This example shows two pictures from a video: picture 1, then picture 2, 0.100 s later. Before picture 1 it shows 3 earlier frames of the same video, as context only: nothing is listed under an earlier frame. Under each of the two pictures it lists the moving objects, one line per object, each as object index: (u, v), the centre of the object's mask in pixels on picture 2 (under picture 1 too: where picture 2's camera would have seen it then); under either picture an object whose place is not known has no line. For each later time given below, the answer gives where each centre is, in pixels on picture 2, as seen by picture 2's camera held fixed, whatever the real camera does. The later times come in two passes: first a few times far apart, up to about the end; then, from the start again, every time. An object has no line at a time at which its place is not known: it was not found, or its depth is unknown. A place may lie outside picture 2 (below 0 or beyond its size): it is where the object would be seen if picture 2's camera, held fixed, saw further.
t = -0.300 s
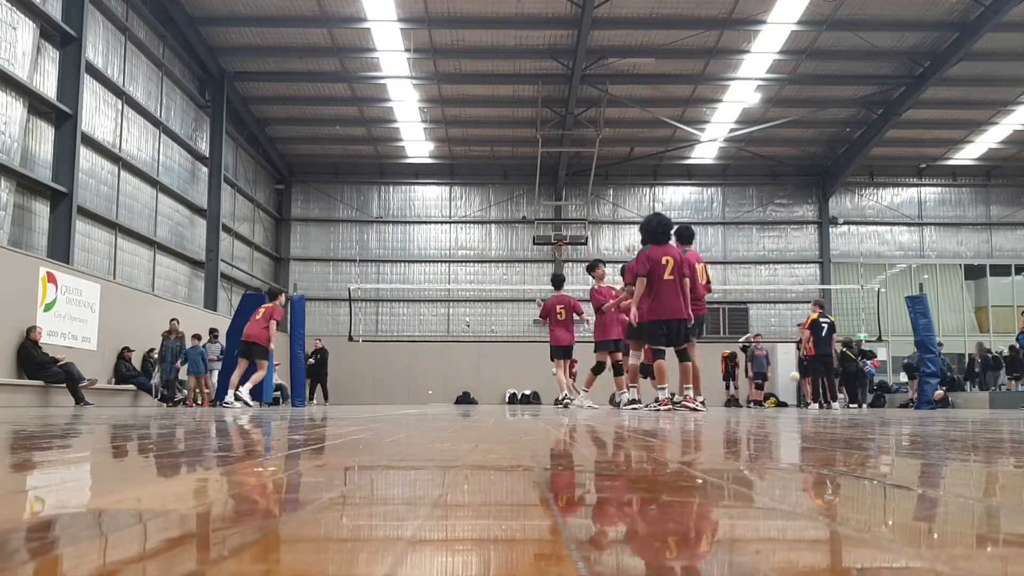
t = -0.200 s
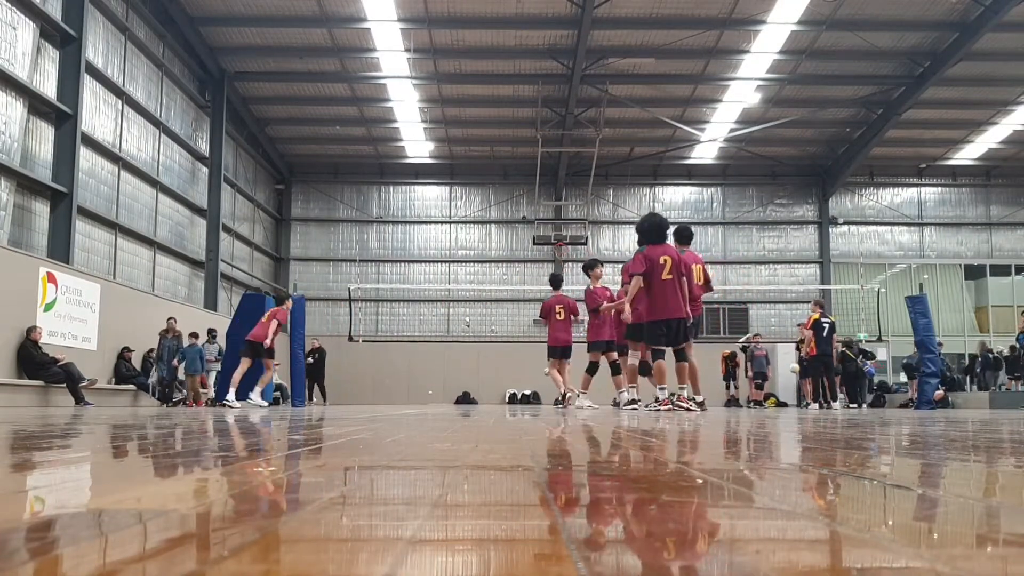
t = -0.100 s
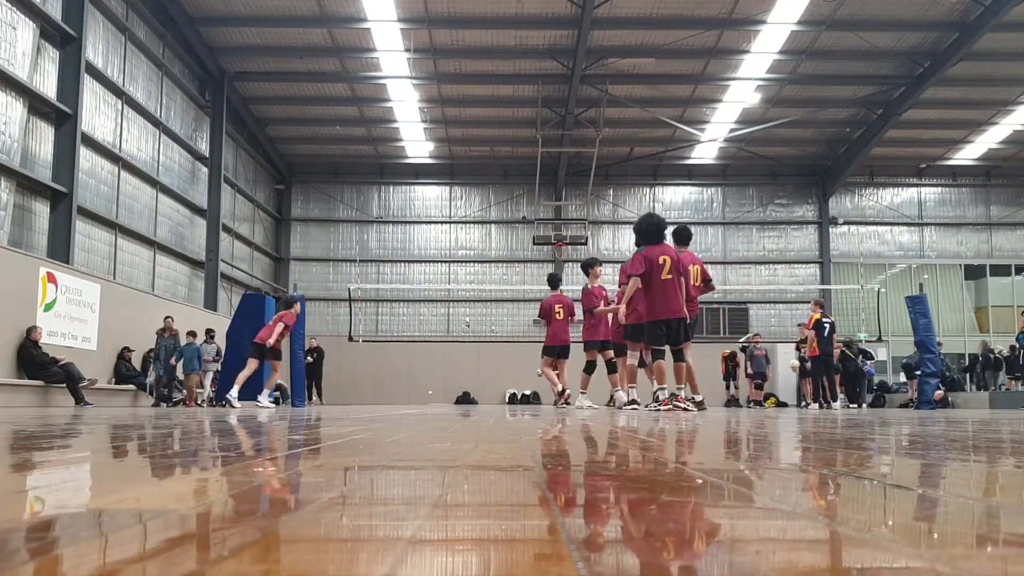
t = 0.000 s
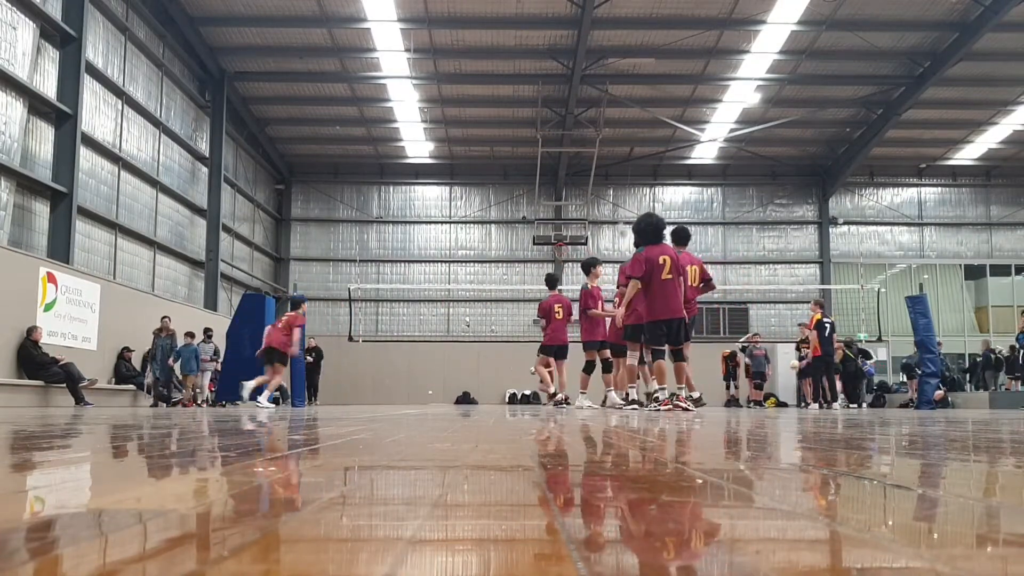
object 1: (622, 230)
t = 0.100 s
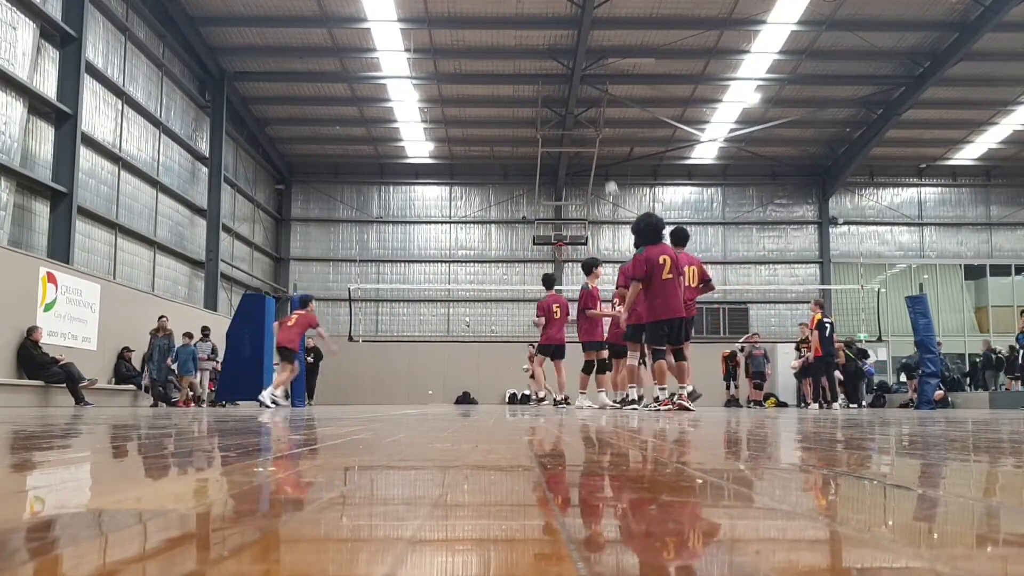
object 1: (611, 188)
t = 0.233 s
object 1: (598, 143)
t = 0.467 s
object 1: (576, 88)
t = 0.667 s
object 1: (556, 65)
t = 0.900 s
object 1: (534, 67)
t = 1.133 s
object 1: (511, 100)
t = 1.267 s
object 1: (498, 133)
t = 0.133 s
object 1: (608, 177)
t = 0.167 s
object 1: (605, 165)
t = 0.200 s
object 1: (602, 154)
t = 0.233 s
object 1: (598, 143)
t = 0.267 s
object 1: (595, 133)
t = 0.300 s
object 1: (592, 126)
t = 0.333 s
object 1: (589, 117)
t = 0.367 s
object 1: (585, 108)
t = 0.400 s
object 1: (582, 101)
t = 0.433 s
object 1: (579, 94)
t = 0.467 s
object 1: (576, 88)
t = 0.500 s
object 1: (573, 82)
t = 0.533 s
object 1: (569, 78)
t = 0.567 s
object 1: (566, 74)
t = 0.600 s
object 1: (563, 70)
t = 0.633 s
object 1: (560, 68)
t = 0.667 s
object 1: (556, 65)
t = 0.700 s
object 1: (553, 63)
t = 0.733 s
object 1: (550, 62)
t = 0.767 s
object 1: (546, 62)
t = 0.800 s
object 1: (544, 62)
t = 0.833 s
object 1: (540, 62)
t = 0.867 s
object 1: (537, 65)
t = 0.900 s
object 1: (534, 67)
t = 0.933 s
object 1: (530, 70)
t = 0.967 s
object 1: (527, 73)
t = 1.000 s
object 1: (524, 78)
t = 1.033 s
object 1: (521, 82)
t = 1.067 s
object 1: (518, 87)
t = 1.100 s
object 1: (514, 93)
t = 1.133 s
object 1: (511, 100)
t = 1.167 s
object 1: (508, 107)
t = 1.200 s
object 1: (505, 115)
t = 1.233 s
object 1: (502, 123)
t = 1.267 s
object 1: (498, 133)
